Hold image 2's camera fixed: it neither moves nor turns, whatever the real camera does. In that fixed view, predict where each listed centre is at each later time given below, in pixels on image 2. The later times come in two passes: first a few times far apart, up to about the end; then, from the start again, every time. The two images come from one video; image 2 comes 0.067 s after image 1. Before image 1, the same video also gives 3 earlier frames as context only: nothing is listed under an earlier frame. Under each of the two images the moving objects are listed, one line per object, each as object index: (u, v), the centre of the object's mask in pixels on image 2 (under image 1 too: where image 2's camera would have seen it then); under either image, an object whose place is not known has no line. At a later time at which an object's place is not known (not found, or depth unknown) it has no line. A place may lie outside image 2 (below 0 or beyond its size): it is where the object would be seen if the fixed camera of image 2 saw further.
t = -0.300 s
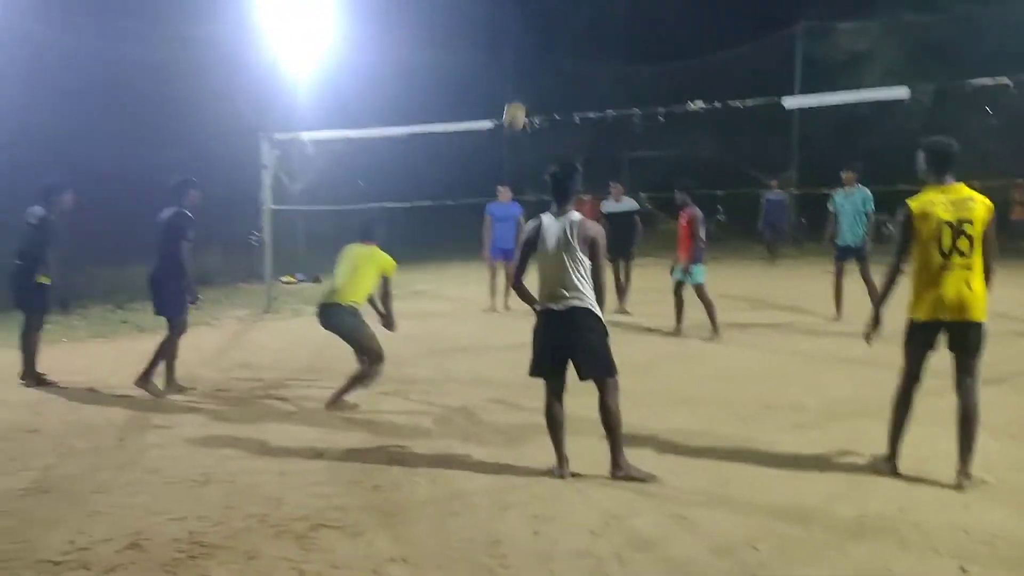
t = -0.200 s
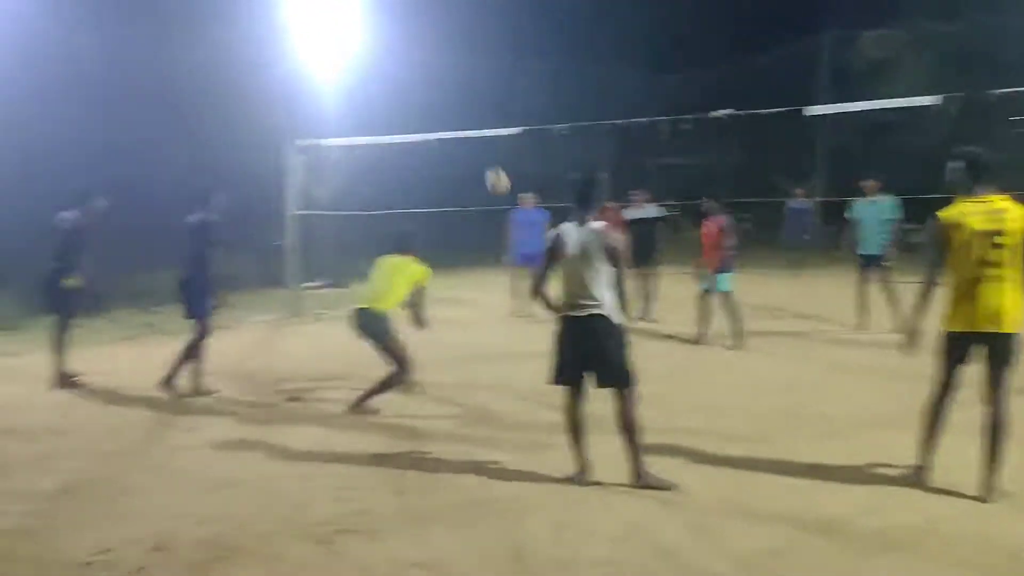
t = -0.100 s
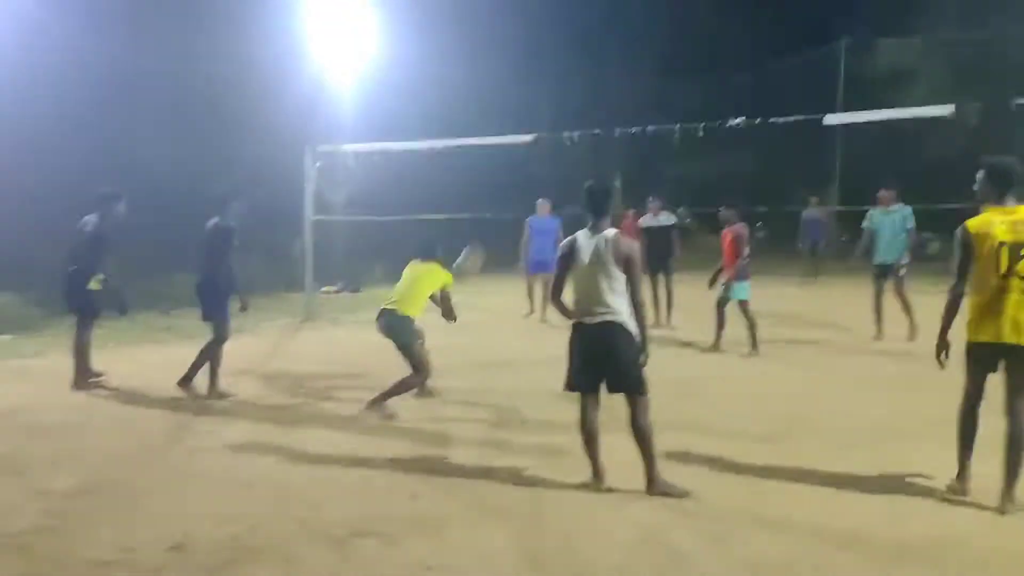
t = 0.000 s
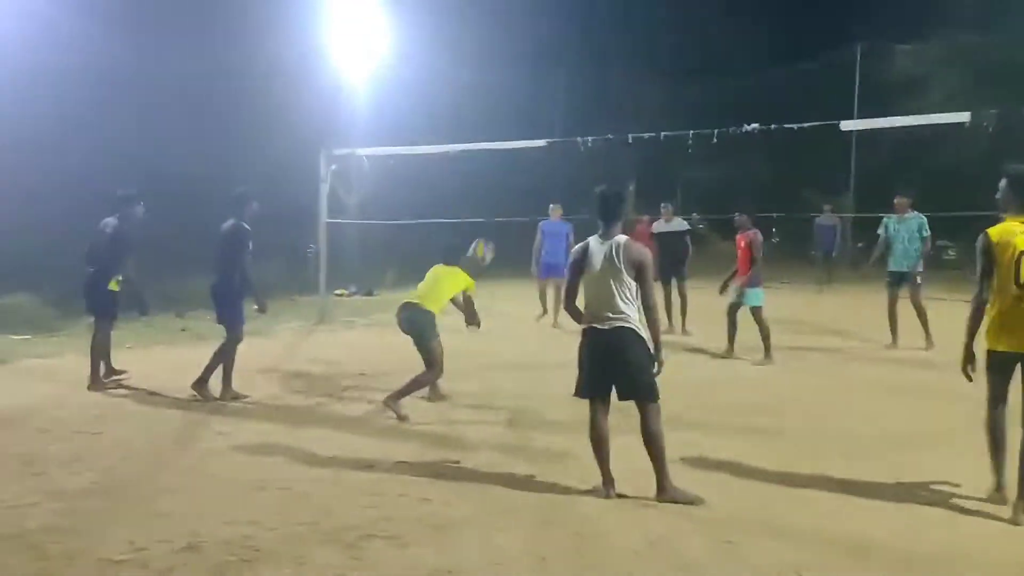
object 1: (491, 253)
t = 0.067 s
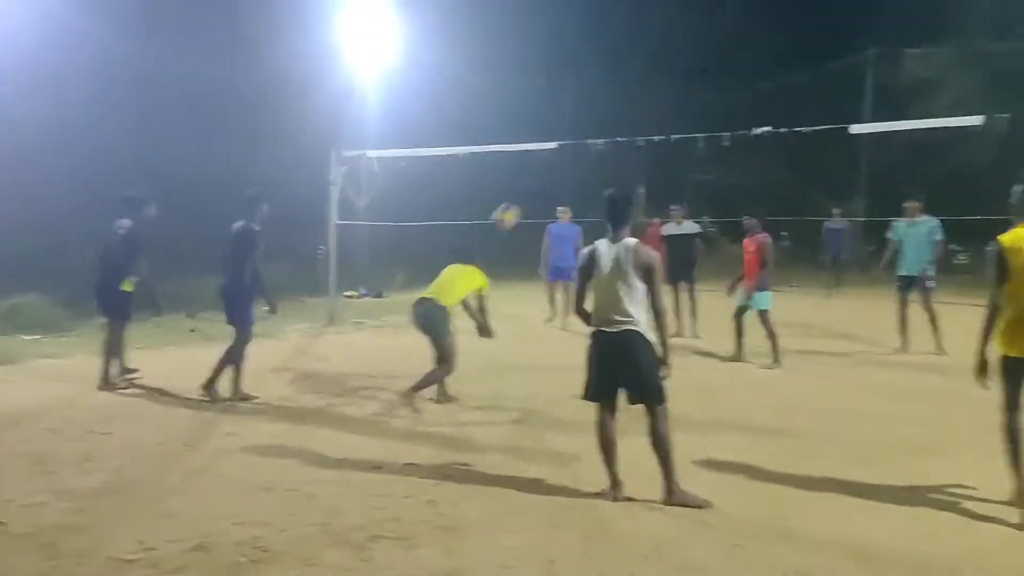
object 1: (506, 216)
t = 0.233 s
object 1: (541, 146)
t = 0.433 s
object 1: (579, 103)
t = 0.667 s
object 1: (619, 106)
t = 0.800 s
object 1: (640, 130)
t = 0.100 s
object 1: (513, 199)
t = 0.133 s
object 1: (520, 184)
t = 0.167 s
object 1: (527, 171)
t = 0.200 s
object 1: (534, 159)
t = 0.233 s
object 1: (541, 146)
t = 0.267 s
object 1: (547, 135)
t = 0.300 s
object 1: (554, 127)
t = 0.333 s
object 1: (560, 121)
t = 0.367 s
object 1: (567, 113)
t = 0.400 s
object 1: (573, 108)
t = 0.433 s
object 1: (579, 103)
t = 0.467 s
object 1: (585, 100)
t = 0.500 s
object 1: (591, 98)
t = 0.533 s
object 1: (597, 97)
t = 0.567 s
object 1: (602, 98)
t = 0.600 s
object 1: (608, 100)
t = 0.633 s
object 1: (613, 102)
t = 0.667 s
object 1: (619, 106)
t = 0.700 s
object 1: (624, 110)
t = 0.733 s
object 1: (630, 115)
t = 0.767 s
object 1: (634, 122)
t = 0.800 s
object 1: (640, 130)
